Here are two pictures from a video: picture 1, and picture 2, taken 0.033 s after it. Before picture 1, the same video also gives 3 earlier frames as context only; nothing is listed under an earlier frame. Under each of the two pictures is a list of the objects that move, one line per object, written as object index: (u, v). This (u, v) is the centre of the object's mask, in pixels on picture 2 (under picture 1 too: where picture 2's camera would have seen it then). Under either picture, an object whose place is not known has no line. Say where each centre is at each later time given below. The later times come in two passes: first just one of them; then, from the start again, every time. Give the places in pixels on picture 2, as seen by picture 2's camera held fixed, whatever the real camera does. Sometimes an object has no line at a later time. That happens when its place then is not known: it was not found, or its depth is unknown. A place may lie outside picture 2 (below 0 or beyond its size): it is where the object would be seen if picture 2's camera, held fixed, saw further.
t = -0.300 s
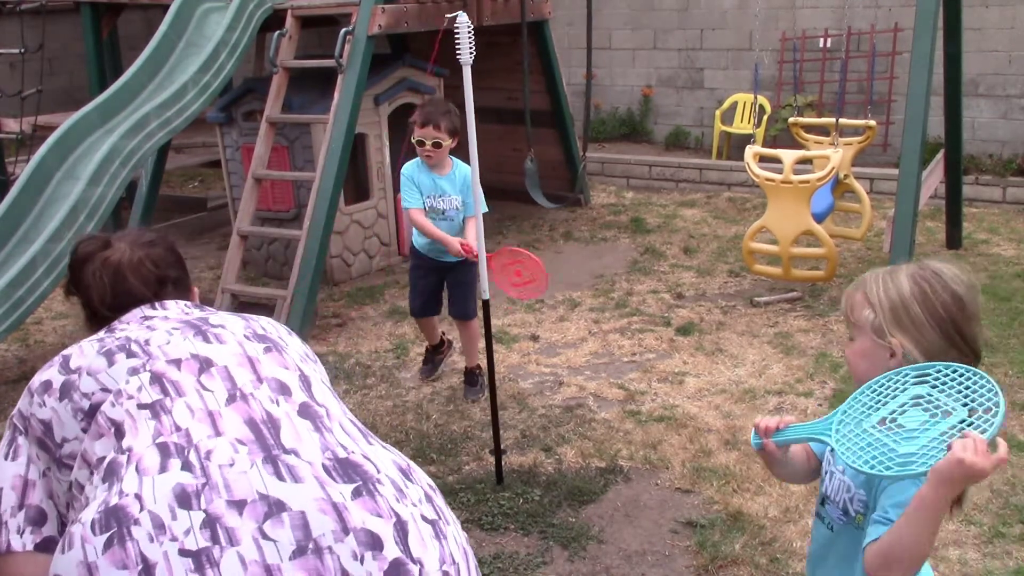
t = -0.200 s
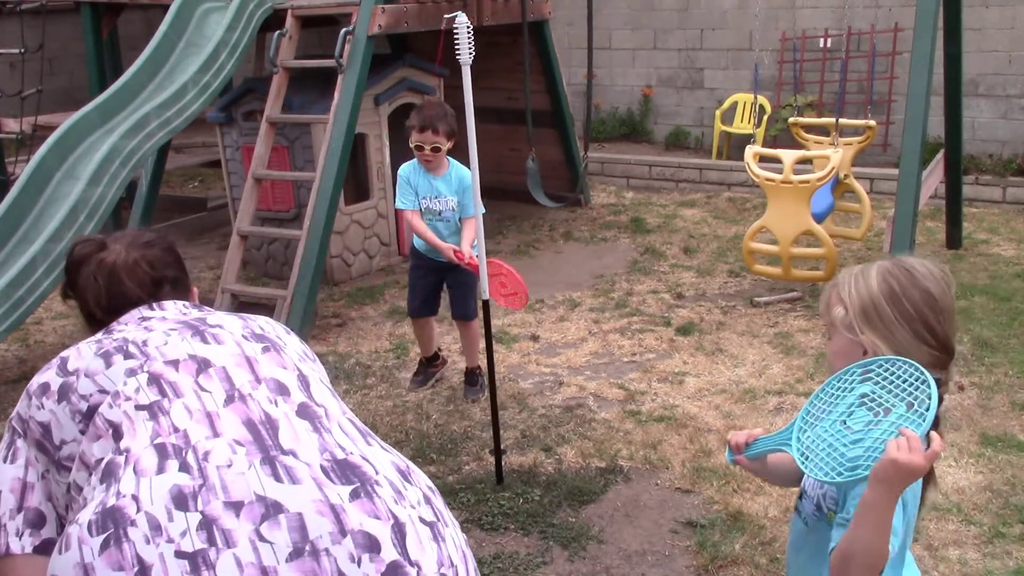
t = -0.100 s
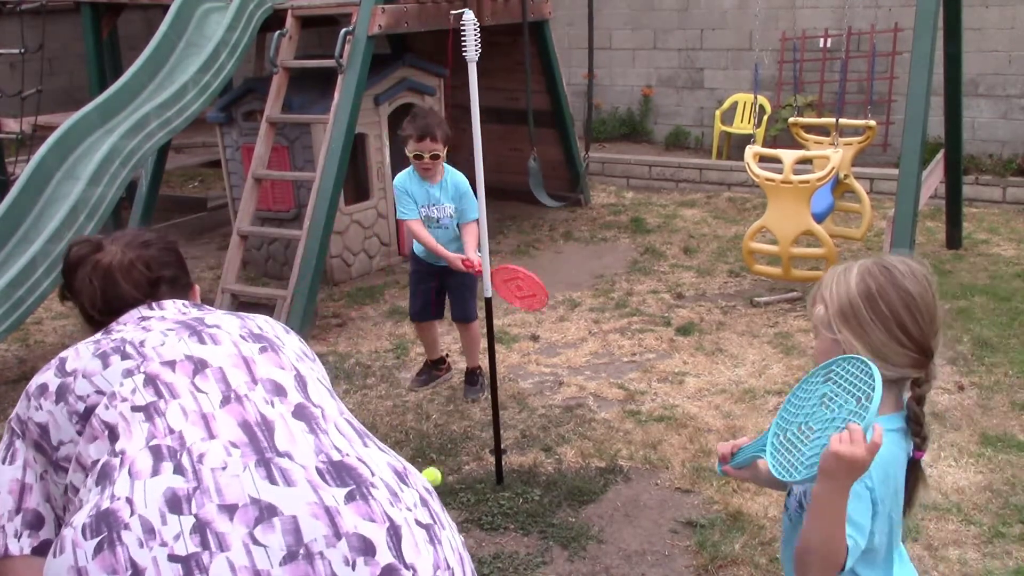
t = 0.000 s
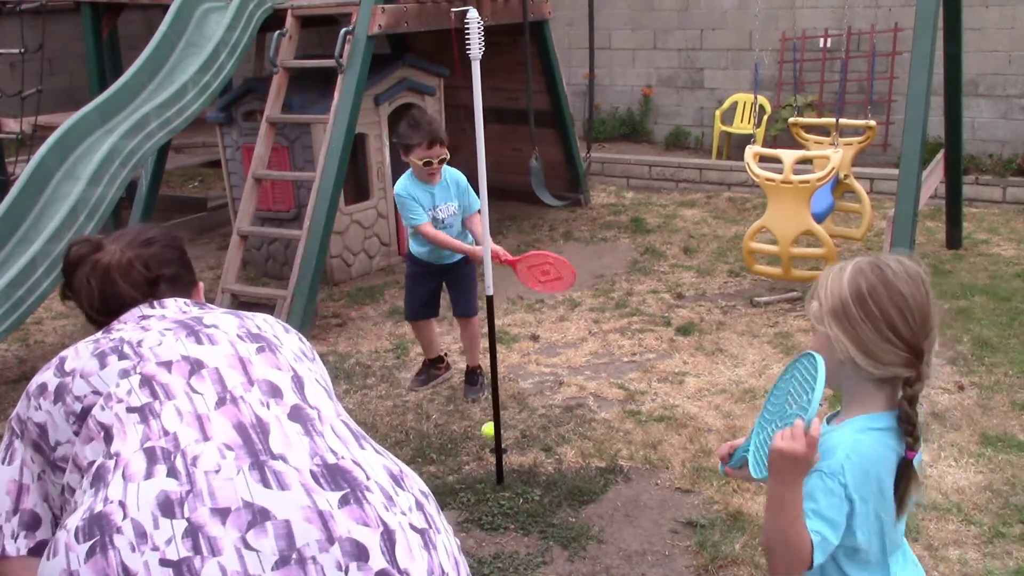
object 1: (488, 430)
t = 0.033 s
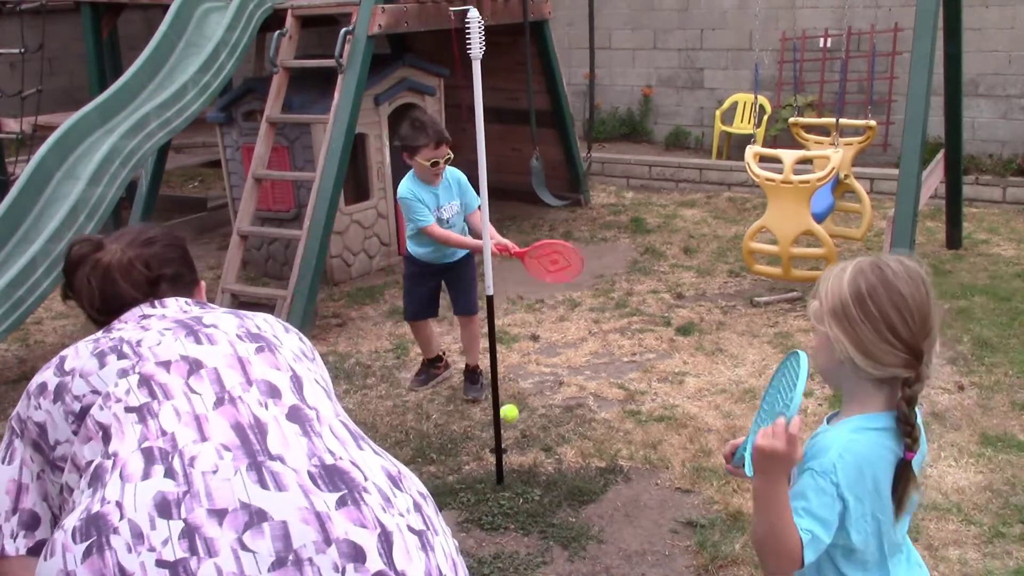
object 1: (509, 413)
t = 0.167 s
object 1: (573, 357)
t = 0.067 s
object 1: (526, 397)
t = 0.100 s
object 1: (544, 382)
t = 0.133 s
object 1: (559, 370)
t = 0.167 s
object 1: (573, 357)
